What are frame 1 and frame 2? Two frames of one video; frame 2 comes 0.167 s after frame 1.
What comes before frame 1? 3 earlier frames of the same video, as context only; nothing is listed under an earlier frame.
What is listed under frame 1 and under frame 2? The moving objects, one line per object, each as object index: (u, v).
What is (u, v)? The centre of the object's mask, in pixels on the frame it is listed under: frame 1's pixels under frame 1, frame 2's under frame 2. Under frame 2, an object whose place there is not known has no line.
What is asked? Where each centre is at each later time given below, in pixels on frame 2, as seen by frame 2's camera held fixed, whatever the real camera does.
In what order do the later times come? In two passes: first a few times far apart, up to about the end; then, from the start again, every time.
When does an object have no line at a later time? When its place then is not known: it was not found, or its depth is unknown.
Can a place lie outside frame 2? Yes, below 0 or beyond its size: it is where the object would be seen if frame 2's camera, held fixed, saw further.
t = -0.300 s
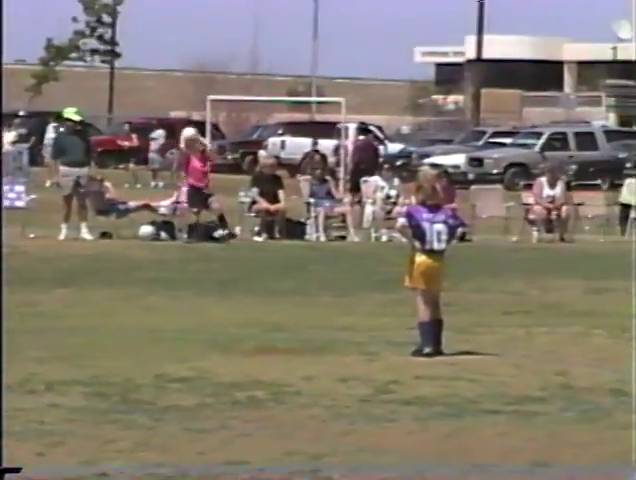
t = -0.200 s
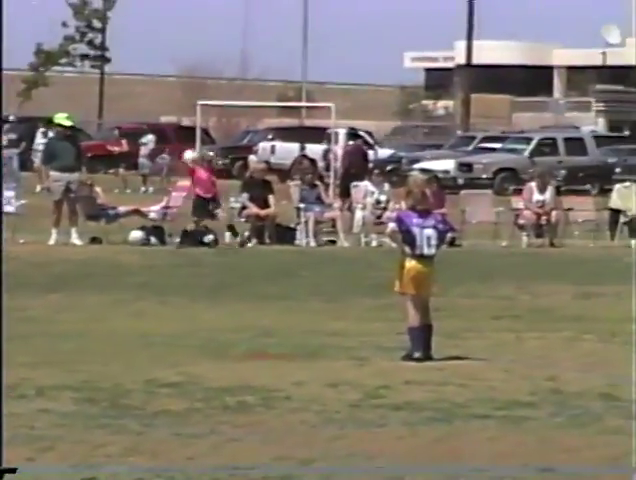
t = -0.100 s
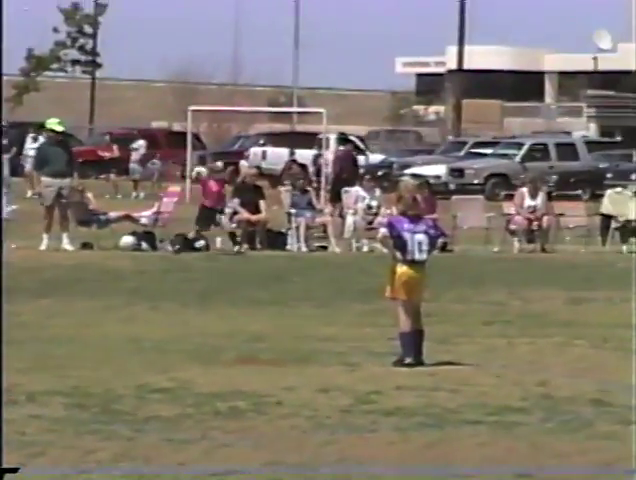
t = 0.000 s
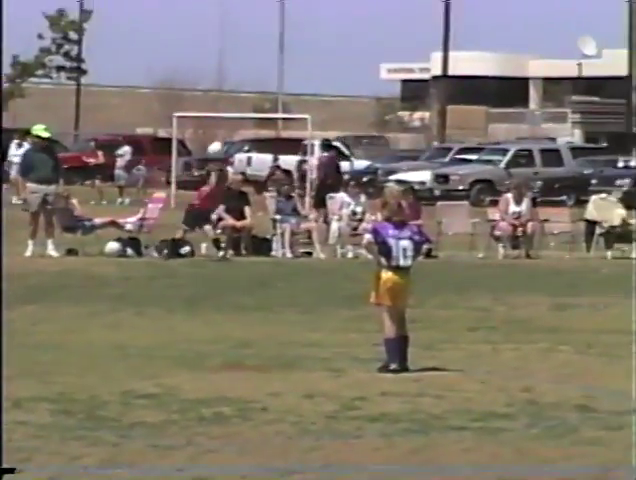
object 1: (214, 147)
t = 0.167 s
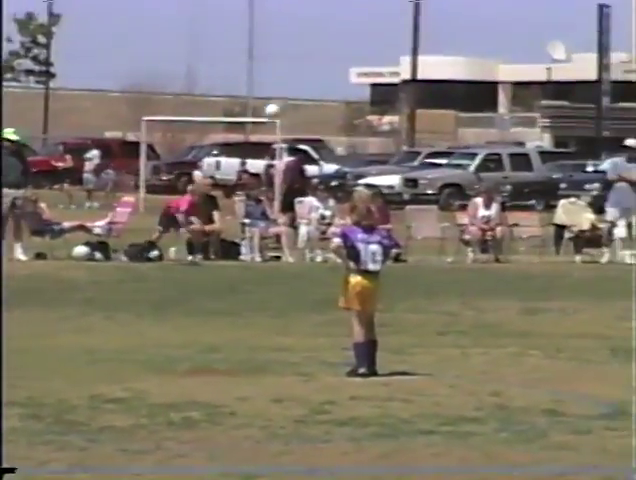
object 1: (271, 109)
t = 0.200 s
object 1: (290, 104)
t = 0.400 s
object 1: (397, 91)
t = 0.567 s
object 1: (488, 100)
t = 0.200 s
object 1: (290, 104)
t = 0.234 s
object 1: (307, 99)
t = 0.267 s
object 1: (325, 95)
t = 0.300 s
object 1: (341, 92)
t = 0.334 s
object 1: (360, 89)
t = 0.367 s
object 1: (379, 90)
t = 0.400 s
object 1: (397, 91)
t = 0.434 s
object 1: (415, 91)
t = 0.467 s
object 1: (433, 91)
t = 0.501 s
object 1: (452, 93)
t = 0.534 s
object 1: (470, 96)
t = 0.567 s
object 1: (488, 100)
